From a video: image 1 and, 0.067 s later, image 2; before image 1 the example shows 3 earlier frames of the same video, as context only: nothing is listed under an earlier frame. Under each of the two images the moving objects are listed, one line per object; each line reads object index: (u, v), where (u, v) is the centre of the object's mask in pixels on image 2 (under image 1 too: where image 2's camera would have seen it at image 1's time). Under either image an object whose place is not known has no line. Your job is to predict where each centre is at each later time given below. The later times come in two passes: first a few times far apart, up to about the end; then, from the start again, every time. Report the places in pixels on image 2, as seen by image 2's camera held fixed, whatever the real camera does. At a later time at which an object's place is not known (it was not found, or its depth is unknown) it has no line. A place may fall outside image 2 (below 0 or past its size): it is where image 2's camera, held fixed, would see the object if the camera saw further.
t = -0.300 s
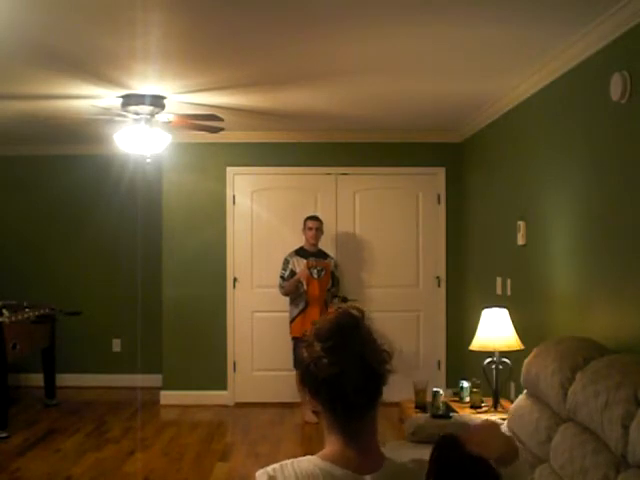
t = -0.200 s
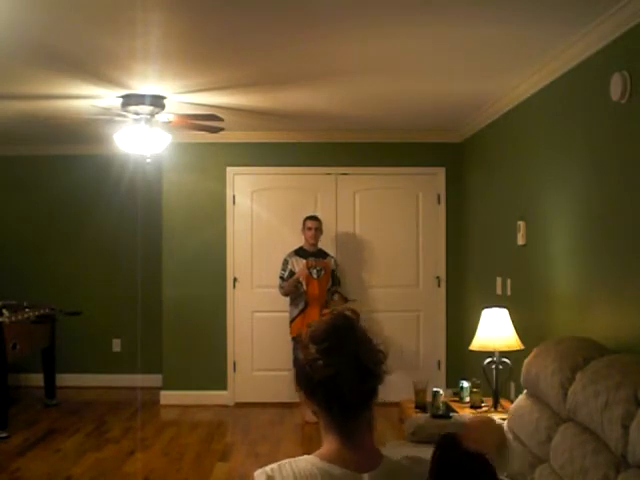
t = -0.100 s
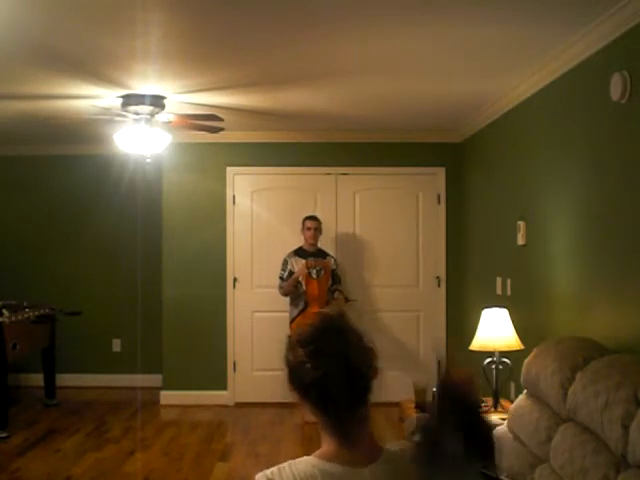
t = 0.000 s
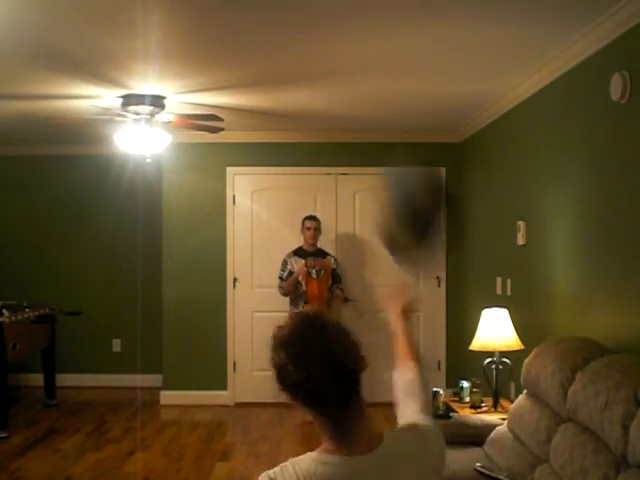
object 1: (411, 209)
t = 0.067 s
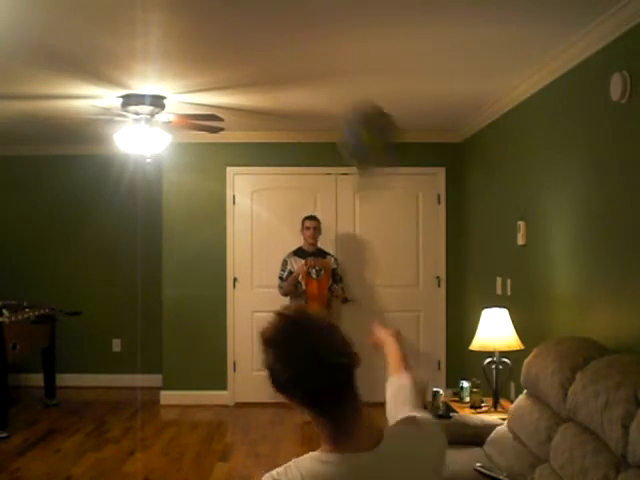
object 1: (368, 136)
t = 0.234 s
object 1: (305, 93)
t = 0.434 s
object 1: (255, 121)
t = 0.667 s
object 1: (224, 225)
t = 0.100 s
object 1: (347, 115)
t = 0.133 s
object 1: (335, 108)
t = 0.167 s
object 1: (323, 101)
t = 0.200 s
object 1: (312, 98)
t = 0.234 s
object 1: (305, 93)
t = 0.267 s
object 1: (297, 93)
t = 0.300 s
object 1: (288, 97)
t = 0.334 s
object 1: (278, 98)
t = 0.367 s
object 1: (267, 100)
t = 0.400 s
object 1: (260, 111)
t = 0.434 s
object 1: (255, 121)
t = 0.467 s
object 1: (247, 131)
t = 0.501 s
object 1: (240, 144)
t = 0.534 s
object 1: (239, 158)
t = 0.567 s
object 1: (237, 175)
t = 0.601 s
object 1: (231, 190)
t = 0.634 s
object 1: (227, 211)
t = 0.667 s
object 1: (224, 225)
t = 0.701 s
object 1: (223, 241)
